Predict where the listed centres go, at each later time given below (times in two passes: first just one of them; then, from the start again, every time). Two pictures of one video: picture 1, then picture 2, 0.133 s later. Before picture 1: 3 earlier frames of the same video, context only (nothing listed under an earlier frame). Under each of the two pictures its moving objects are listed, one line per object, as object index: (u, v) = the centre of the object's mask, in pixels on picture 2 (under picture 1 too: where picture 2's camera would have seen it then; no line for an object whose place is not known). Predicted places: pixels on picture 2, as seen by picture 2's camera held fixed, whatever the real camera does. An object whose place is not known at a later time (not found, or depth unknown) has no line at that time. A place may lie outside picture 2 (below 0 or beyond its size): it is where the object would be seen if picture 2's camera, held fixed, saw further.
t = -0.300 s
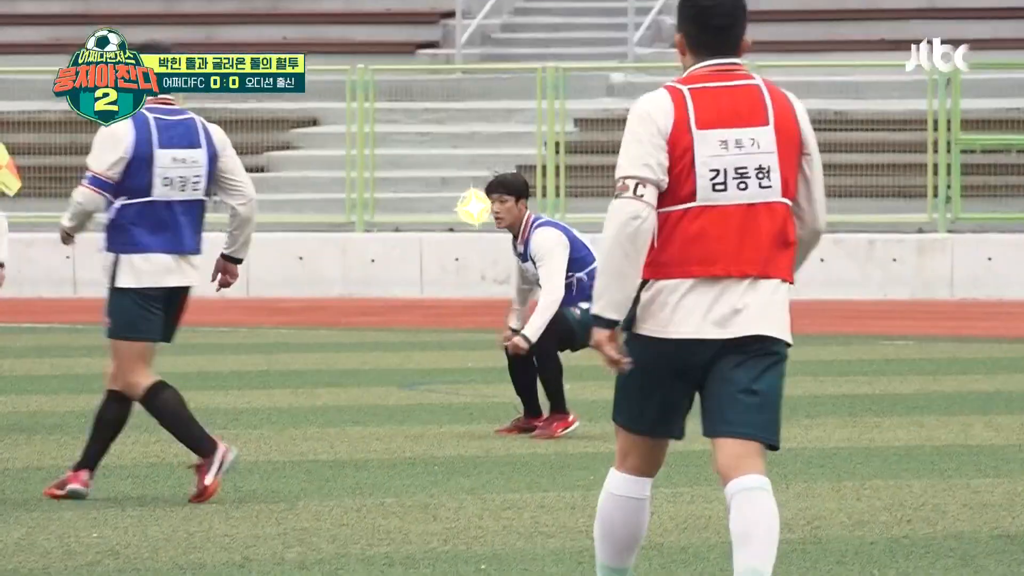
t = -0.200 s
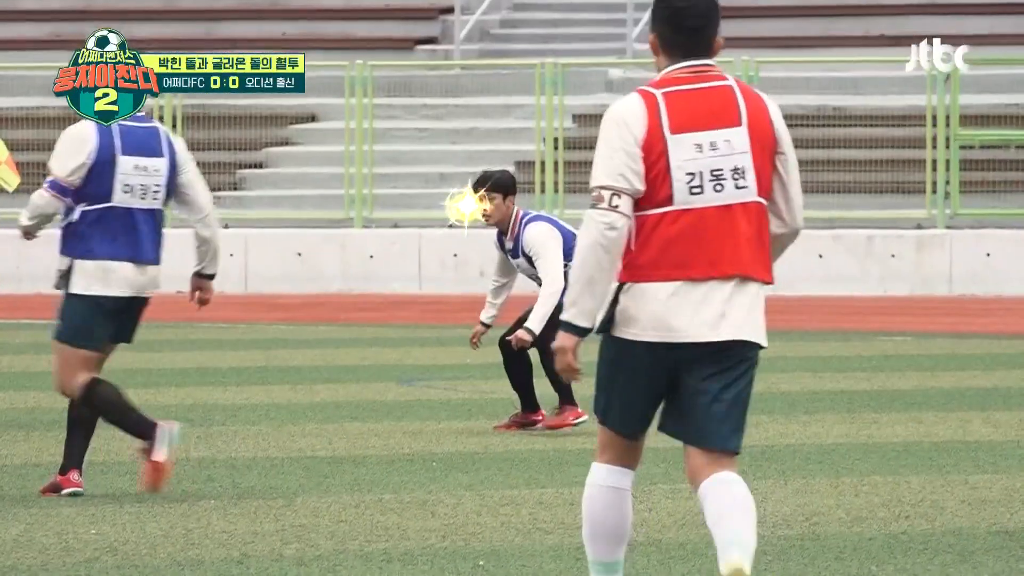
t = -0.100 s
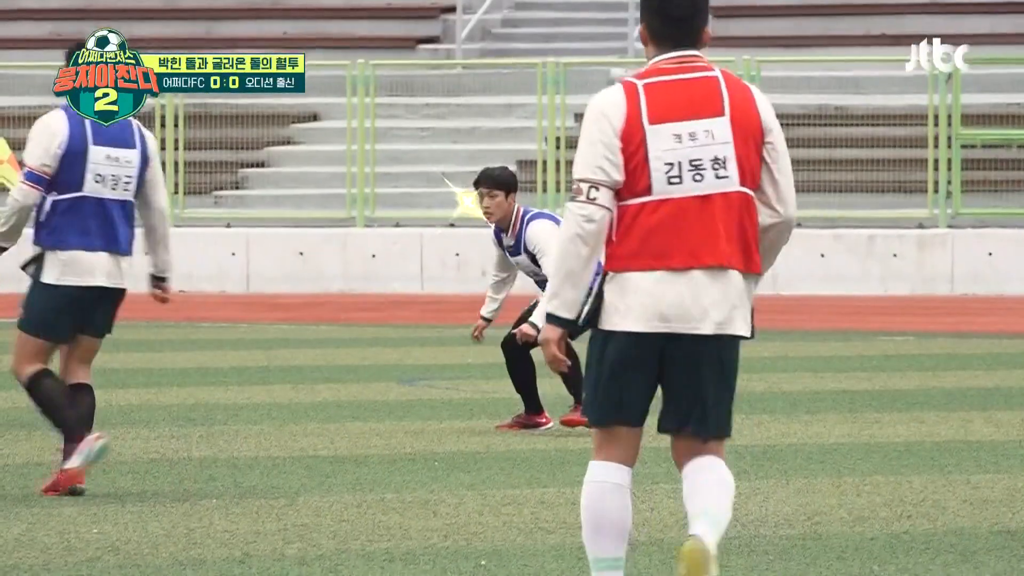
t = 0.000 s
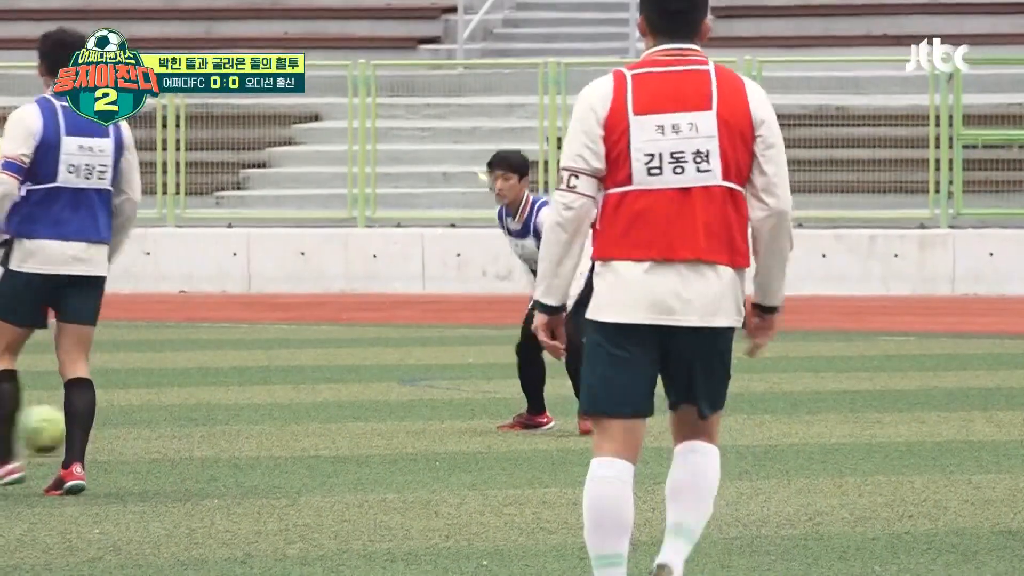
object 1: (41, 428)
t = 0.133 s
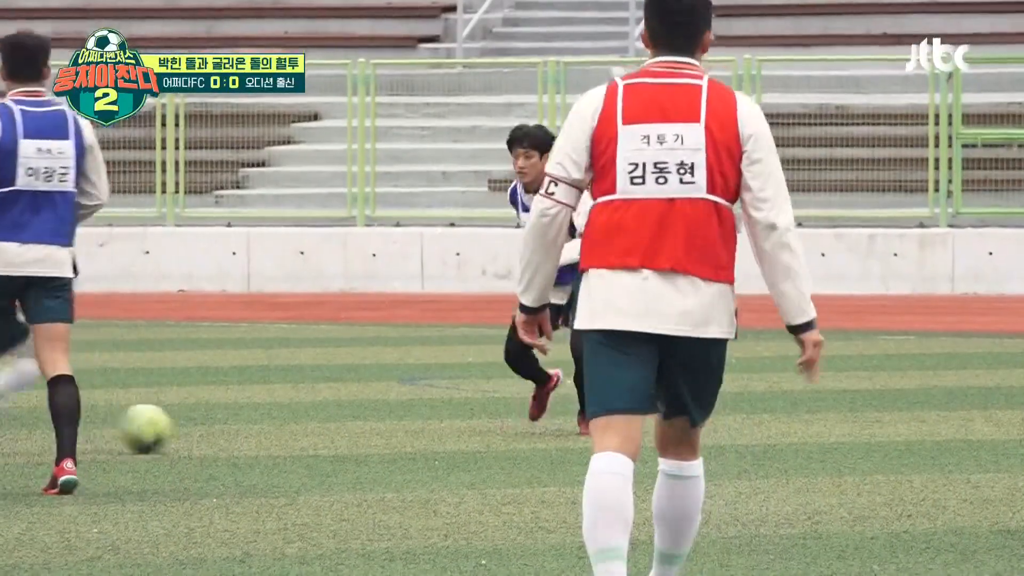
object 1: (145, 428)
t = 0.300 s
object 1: (270, 428)
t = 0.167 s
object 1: (171, 429)
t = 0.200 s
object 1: (195, 428)
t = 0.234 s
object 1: (220, 428)
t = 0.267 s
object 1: (244, 428)
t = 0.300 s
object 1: (270, 428)
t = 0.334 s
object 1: (294, 428)
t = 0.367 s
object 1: (319, 428)
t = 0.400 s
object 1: (342, 428)
